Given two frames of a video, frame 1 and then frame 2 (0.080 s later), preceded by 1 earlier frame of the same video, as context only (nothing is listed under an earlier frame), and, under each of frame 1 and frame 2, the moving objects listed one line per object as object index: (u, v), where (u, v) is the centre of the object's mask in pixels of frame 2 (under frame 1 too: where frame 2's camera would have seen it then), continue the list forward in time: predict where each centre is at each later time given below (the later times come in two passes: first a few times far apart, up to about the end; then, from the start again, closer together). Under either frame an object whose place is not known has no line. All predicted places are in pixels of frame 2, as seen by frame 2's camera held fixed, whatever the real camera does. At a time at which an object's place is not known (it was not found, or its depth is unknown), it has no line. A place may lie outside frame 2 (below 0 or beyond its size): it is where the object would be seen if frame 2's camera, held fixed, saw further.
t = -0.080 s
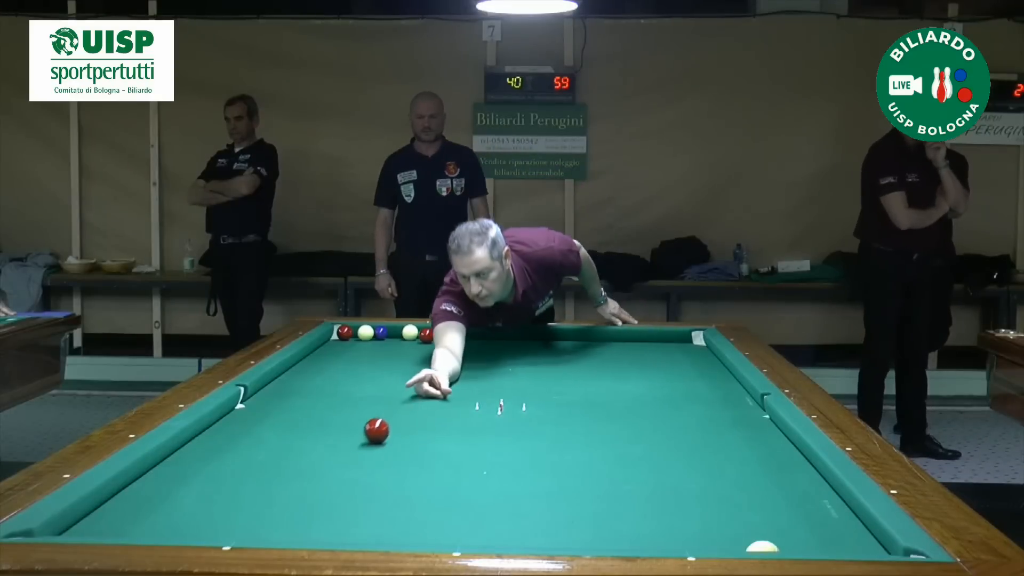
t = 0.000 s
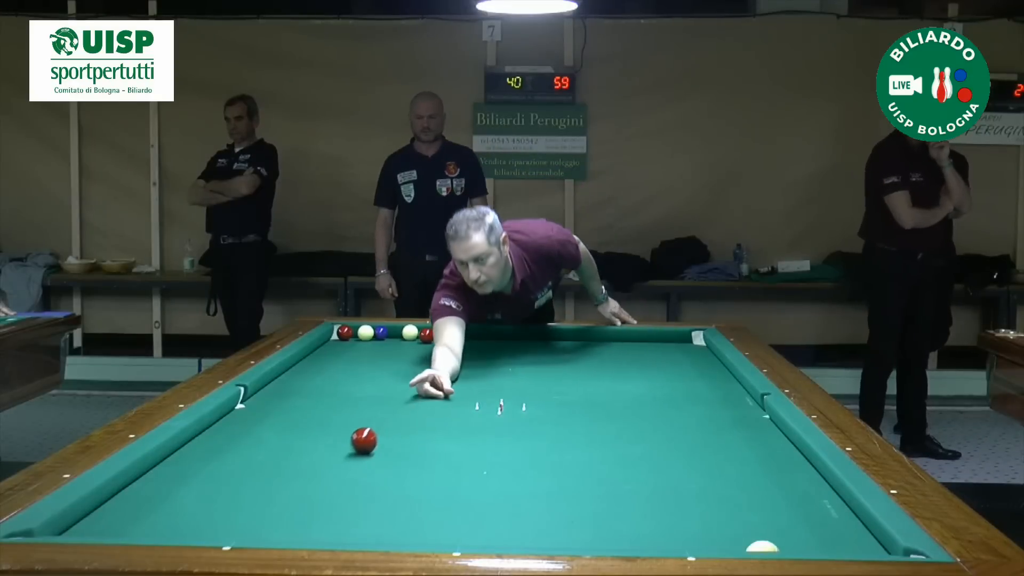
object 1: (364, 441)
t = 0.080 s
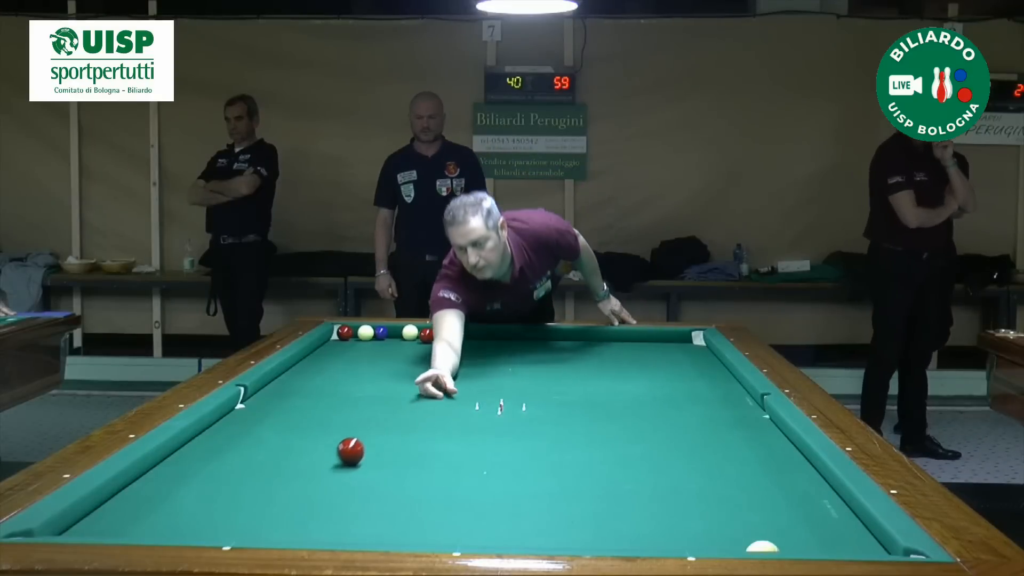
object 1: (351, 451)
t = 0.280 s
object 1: (312, 482)
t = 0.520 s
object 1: (253, 526)
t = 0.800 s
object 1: (248, 515)
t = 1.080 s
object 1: (262, 483)
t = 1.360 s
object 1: (273, 458)
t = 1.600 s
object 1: (280, 440)
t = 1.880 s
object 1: (288, 421)
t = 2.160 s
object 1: (294, 406)
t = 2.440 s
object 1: (299, 392)
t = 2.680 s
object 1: (303, 382)
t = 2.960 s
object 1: (307, 372)
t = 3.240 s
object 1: (311, 363)
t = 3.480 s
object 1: (314, 356)
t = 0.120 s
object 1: (343, 457)
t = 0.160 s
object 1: (336, 463)
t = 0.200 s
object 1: (328, 469)
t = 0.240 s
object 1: (320, 476)
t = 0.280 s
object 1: (312, 482)
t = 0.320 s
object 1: (303, 489)
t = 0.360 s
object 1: (294, 497)
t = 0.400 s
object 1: (284, 505)
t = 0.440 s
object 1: (274, 513)
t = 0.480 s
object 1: (264, 521)
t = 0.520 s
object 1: (253, 526)
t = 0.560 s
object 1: (242, 531)
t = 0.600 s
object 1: (230, 535)
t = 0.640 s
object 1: (232, 533)
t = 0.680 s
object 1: (237, 529)
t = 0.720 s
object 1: (241, 525)
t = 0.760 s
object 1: (244, 521)
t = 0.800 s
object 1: (248, 515)
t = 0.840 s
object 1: (251, 510)
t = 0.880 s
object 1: (253, 505)
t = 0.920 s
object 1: (255, 500)
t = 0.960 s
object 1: (257, 495)
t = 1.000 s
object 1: (259, 491)
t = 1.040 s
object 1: (260, 487)
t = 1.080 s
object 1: (262, 483)
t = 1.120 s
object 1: (264, 479)
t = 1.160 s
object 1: (265, 475)
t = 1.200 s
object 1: (267, 472)
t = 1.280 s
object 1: (270, 465)
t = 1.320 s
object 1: (271, 461)
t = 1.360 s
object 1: (273, 458)
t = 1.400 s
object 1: (274, 455)
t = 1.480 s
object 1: (277, 449)
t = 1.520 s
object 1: (278, 446)
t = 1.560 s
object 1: (279, 443)
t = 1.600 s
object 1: (280, 440)
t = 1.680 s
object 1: (283, 434)
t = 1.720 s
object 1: (284, 432)
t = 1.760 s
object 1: (285, 429)
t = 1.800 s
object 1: (286, 427)
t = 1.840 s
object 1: (287, 424)
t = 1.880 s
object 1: (288, 421)
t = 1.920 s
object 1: (289, 419)
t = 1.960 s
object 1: (290, 417)
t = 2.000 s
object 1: (290, 415)
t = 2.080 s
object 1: (292, 410)
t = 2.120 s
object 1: (293, 408)
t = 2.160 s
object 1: (294, 406)
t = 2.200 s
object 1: (295, 404)
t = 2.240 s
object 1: (295, 402)
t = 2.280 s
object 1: (296, 400)
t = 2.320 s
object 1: (297, 398)
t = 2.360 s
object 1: (297, 396)
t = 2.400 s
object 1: (298, 394)
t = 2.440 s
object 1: (299, 392)
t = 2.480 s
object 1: (300, 391)
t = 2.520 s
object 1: (300, 389)
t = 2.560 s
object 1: (301, 387)
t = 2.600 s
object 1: (302, 386)
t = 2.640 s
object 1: (302, 384)
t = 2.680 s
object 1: (303, 382)
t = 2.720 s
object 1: (304, 381)
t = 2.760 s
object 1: (304, 379)
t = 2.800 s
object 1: (305, 378)
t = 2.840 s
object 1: (305, 376)
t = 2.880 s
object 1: (306, 375)
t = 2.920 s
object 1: (307, 373)
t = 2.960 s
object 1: (307, 372)
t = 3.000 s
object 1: (308, 371)
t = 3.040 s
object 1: (308, 369)
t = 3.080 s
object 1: (309, 368)
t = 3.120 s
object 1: (309, 367)
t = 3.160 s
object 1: (310, 365)
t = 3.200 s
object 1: (310, 364)
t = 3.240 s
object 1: (311, 363)
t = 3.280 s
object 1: (311, 362)
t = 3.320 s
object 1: (312, 361)
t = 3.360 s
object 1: (313, 359)
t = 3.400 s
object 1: (313, 358)
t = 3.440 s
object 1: (314, 357)
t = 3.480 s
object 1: (314, 356)
